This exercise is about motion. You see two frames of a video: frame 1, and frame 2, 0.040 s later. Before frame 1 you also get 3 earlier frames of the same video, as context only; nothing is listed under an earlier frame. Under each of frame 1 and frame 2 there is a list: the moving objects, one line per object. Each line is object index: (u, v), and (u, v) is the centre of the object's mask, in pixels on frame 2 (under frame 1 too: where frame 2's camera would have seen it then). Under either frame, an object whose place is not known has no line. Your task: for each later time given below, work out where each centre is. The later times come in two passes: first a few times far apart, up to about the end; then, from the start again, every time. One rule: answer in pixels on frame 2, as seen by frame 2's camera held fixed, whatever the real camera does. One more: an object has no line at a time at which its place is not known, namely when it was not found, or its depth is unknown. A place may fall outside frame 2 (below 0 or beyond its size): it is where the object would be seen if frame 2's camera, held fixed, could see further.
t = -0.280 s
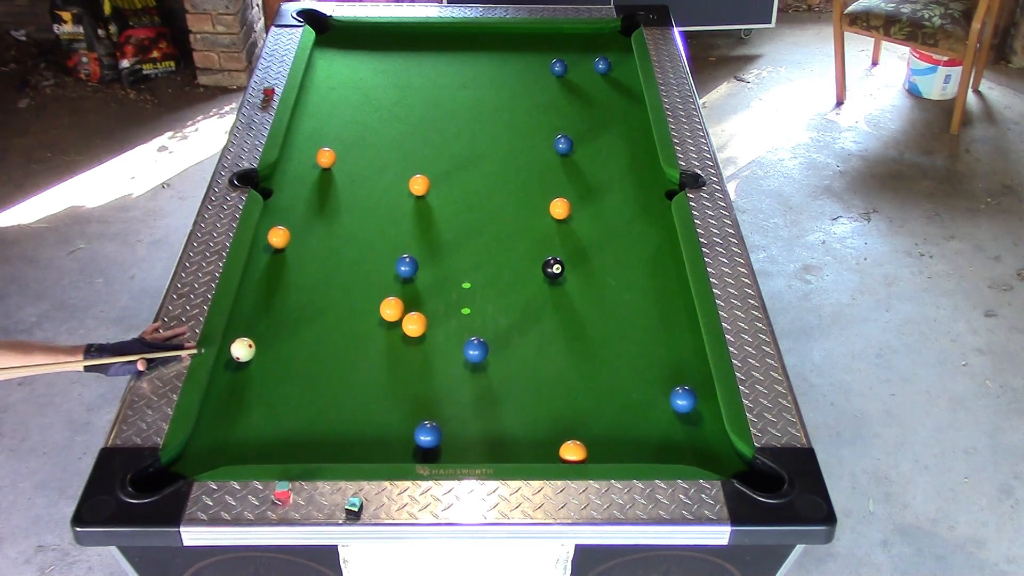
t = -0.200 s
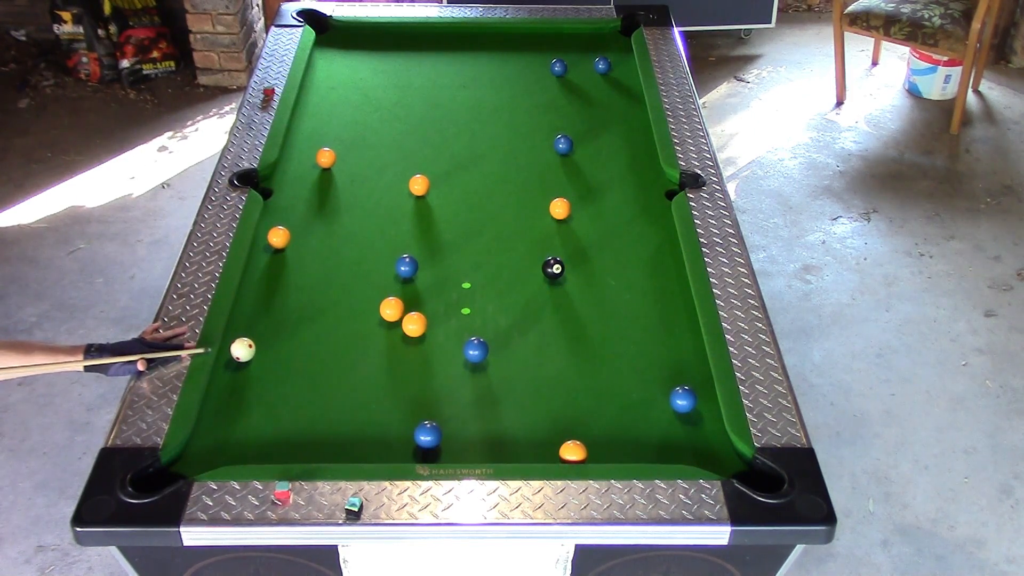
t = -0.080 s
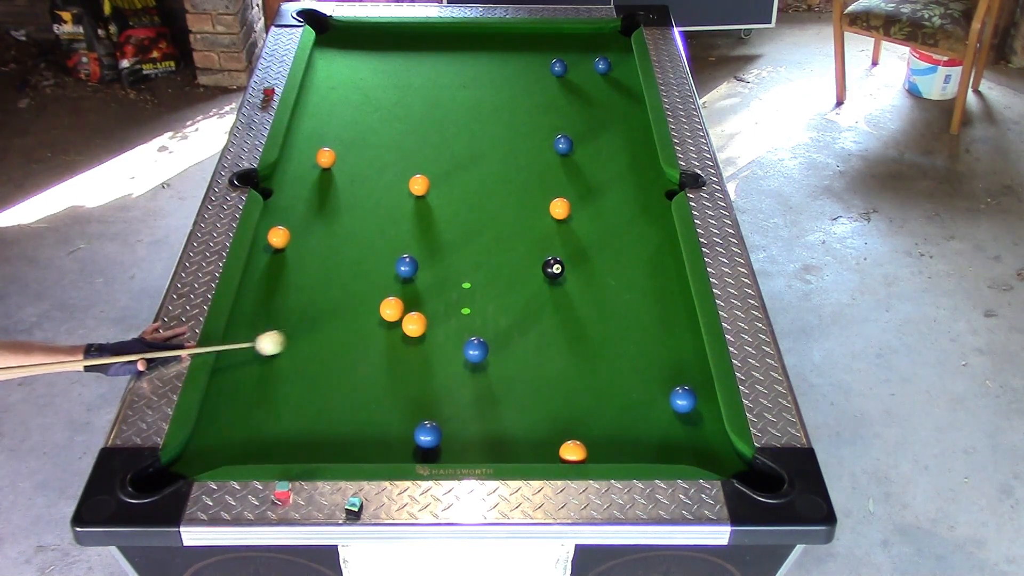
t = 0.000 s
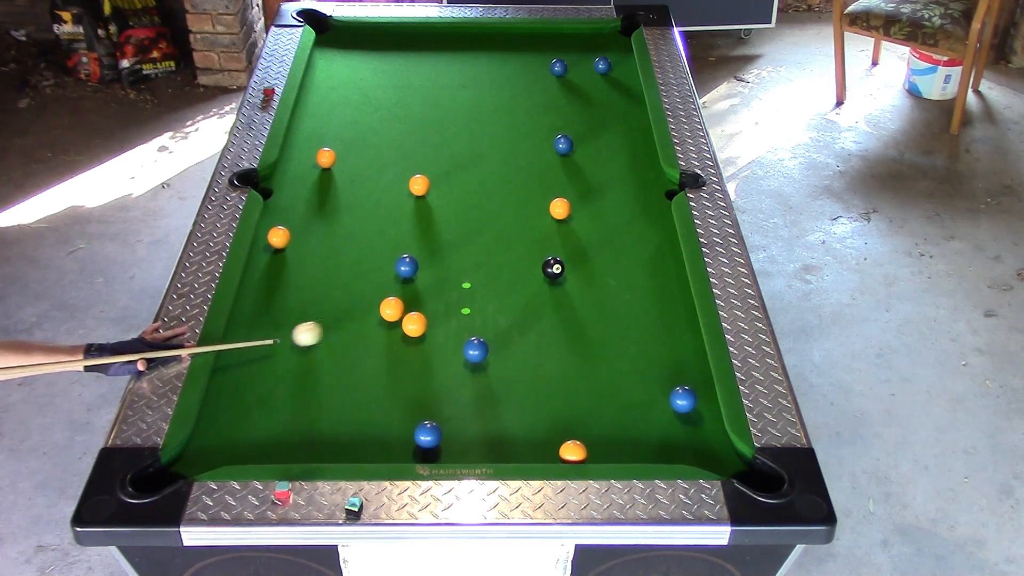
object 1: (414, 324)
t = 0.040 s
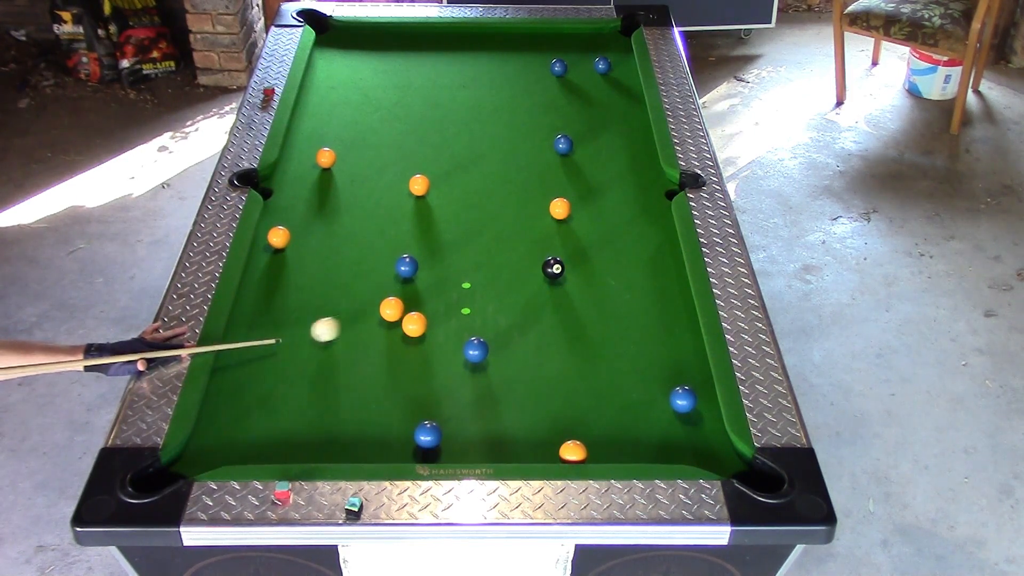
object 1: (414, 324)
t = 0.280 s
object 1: (414, 324)
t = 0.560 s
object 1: (425, 324)
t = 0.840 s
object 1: (436, 324)
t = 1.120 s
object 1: (443, 325)
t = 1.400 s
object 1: (444, 325)
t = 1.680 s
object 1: (443, 325)
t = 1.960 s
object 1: (442, 325)
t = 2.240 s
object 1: (442, 326)
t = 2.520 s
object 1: (442, 325)
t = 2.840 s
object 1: (442, 325)
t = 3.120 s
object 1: (442, 325)
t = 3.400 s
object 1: (442, 325)
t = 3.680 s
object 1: (442, 325)
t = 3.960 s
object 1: (442, 325)
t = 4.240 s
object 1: (442, 325)
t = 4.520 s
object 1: (442, 326)
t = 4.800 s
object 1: (442, 325)
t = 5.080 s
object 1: (442, 325)
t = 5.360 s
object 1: (442, 325)
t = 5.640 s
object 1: (442, 325)
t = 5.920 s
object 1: (442, 325)
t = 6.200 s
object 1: (442, 326)
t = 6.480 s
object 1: (442, 325)
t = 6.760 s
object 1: (442, 325)
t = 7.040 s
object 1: (442, 325)
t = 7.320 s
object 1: (442, 325)
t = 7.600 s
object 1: (442, 325)
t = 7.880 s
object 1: (442, 325)
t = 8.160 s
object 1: (442, 325)
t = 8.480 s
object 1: (442, 325)
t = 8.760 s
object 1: (442, 325)
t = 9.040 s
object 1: (442, 325)
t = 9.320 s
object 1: (442, 325)
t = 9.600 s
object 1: (442, 325)
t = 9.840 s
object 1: (442, 325)
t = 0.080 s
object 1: (414, 324)
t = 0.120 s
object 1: (414, 324)
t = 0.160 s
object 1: (414, 324)
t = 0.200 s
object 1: (414, 324)
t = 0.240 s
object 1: (414, 324)
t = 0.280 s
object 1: (414, 324)
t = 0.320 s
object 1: (414, 324)
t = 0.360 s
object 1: (415, 324)
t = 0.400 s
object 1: (417, 324)
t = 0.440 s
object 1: (419, 324)
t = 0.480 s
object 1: (422, 324)
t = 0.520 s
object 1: (423, 324)
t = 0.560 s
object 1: (425, 324)
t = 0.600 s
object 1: (427, 324)
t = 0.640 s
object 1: (429, 324)
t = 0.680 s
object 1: (431, 324)
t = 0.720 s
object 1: (432, 324)
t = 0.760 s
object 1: (434, 324)
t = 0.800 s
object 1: (435, 324)
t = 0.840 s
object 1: (436, 324)
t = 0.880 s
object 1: (437, 325)
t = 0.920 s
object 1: (438, 325)
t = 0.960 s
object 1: (439, 325)
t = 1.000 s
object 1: (441, 325)
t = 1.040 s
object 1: (441, 325)
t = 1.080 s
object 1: (442, 325)
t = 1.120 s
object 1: (443, 325)
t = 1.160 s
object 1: (444, 325)
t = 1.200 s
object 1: (444, 325)
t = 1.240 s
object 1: (444, 325)
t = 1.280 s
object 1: (444, 325)
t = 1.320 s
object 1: (444, 325)
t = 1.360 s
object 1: (444, 325)
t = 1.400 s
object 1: (444, 325)
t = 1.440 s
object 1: (444, 325)
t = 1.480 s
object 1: (444, 325)
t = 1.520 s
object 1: (444, 325)
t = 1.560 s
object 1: (443, 325)
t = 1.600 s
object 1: (443, 326)
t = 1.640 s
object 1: (443, 325)
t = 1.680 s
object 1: (443, 325)
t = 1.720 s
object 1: (443, 325)
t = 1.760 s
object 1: (443, 325)
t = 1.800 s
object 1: (443, 325)
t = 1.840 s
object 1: (443, 325)
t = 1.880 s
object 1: (443, 325)
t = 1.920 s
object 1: (442, 325)
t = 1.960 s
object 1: (442, 325)
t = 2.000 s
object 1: (442, 326)
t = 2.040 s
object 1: (442, 326)
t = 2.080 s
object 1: (442, 325)
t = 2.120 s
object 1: (442, 326)
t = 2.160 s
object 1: (442, 325)
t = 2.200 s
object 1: (442, 326)
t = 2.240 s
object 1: (442, 326)
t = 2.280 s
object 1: (442, 326)
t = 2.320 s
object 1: (442, 325)
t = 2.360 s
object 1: (442, 325)
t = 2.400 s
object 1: (442, 325)
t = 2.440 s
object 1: (442, 325)
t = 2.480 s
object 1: (442, 326)
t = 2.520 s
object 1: (442, 325)
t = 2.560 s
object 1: (442, 325)
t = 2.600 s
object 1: (442, 325)
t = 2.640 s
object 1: (442, 325)
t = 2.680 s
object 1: (442, 325)
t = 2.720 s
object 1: (442, 325)
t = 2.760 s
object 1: (442, 325)
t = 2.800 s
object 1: (442, 325)
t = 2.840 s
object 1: (442, 325)
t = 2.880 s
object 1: (442, 325)
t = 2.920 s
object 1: (442, 325)
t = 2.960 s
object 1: (442, 325)
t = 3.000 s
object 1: (442, 325)
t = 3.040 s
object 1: (442, 325)
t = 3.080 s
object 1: (442, 325)
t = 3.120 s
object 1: (442, 325)
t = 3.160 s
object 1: (442, 325)
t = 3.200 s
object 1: (442, 325)
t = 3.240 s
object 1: (442, 325)
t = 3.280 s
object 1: (442, 325)
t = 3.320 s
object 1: (442, 325)
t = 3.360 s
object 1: (442, 325)
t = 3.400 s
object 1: (442, 325)
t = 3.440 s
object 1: (442, 325)
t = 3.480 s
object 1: (442, 325)
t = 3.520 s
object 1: (442, 325)
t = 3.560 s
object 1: (442, 325)
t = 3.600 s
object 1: (442, 325)
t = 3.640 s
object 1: (442, 325)
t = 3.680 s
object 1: (442, 325)
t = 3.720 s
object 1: (442, 325)
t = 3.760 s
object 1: (442, 325)
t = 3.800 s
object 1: (442, 325)
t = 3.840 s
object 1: (442, 325)
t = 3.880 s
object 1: (442, 325)
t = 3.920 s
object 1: (442, 325)
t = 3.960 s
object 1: (442, 325)
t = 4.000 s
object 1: (442, 325)
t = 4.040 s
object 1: (442, 325)
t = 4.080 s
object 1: (442, 325)
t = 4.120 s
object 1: (442, 326)
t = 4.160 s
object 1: (442, 325)
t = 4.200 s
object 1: (442, 325)
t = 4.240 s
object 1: (442, 325)
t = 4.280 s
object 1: (442, 325)
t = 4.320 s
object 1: (442, 325)
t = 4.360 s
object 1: (442, 325)
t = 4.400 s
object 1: (442, 325)
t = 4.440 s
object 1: (442, 325)
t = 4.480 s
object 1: (442, 325)
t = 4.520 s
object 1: (442, 326)
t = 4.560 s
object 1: (442, 325)
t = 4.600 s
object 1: (442, 326)
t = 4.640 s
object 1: (442, 326)
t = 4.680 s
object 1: (442, 326)
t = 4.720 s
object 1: (442, 325)
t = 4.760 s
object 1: (442, 325)
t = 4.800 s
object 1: (442, 325)
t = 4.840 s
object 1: (442, 326)
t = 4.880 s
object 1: (442, 325)
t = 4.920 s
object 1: (442, 325)
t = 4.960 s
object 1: (442, 325)
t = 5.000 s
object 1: (442, 325)
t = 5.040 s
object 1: (442, 325)
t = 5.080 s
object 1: (442, 325)
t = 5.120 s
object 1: (442, 326)
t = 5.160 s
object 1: (442, 326)
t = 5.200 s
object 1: (442, 326)
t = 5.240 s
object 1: (442, 325)
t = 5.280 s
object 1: (442, 325)
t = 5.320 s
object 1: (442, 325)
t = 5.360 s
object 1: (442, 325)
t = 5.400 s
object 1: (442, 325)
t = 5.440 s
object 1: (442, 325)
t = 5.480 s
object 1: (442, 325)
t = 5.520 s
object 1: (442, 325)
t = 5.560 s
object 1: (442, 325)
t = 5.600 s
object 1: (442, 325)
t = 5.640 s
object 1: (442, 325)
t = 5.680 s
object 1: (442, 325)
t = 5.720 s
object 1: (442, 325)
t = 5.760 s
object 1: (442, 325)
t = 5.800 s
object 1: (442, 325)
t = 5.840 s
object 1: (442, 325)
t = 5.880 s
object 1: (442, 325)
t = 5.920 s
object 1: (442, 325)
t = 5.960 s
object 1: (442, 325)
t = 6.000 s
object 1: (442, 325)
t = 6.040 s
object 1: (442, 326)
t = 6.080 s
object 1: (442, 326)
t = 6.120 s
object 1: (442, 326)
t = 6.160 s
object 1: (442, 326)
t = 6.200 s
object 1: (442, 326)
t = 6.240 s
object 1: (442, 326)
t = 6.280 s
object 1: (442, 325)
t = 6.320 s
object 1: (442, 326)
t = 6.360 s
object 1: (442, 325)
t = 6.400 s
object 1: (442, 326)
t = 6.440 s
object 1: (442, 325)
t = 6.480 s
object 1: (442, 325)
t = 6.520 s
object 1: (442, 325)
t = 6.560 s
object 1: (442, 325)
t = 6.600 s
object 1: (442, 325)
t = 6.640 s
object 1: (442, 325)
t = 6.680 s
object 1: (442, 325)
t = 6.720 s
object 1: (442, 325)
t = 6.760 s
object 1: (442, 325)
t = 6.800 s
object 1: (442, 325)
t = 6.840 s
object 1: (442, 325)
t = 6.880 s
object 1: (442, 325)
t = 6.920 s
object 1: (442, 325)
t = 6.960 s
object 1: (442, 325)
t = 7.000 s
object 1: (442, 325)
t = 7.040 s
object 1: (442, 325)
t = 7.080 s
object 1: (442, 325)
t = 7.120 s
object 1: (442, 325)
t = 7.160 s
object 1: (442, 325)
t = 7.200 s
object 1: (442, 325)
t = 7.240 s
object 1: (442, 325)
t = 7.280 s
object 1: (442, 325)
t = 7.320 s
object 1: (442, 325)
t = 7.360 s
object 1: (442, 325)
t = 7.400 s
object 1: (442, 325)
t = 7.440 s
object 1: (442, 325)
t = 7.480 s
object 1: (442, 325)
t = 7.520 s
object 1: (442, 325)
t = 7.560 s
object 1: (442, 325)
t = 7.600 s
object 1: (442, 325)
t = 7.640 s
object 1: (442, 325)
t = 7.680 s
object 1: (442, 325)
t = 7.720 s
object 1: (442, 325)
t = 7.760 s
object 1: (442, 325)
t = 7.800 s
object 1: (442, 325)
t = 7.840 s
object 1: (442, 325)
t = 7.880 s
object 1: (442, 325)
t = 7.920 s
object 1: (442, 325)
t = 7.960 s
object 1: (442, 325)
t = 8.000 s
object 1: (442, 325)
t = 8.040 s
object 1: (442, 325)
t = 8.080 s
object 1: (442, 325)
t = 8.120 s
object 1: (442, 325)
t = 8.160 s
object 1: (442, 325)
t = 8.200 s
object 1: (442, 325)
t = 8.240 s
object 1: (442, 325)
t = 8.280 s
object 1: (442, 325)
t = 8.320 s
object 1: (442, 325)
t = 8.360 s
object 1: (442, 325)
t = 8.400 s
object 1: (442, 325)
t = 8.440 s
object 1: (442, 325)
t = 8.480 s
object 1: (442, 325)
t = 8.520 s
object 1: (442, 325)
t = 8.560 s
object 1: (442, 325)
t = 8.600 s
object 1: (442, 325)
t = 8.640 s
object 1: (442, 325)
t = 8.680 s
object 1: (442, 325)
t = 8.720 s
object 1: (442, 325)
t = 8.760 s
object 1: (442, 325)
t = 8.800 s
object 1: (442, 325)
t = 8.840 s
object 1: (442, 325)
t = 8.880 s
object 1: (442, 325)
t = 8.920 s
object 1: (442, 325)
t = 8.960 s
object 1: (442, 325)
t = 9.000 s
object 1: (442, 325)
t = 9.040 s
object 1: (442, 325)
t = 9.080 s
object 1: (442, 325)
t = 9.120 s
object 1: (442, 325)
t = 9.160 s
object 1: (442, 325)
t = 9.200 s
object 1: (442, 325)
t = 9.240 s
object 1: (442, 325)
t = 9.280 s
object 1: (442, 325)
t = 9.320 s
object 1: (442, 325)
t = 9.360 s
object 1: (442, 325)
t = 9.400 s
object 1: (442, 325)
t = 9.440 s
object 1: (442, 325)
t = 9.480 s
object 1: (442, 325)
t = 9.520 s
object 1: (442, 325)
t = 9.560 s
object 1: (442, 325)
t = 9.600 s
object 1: (442, 325)
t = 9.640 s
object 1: (442, 325)
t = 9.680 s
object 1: (442, 325)
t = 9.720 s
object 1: (442, 325)
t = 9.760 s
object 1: (442, 325)
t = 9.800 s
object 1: (442, 325)
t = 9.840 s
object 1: (442, 325)
